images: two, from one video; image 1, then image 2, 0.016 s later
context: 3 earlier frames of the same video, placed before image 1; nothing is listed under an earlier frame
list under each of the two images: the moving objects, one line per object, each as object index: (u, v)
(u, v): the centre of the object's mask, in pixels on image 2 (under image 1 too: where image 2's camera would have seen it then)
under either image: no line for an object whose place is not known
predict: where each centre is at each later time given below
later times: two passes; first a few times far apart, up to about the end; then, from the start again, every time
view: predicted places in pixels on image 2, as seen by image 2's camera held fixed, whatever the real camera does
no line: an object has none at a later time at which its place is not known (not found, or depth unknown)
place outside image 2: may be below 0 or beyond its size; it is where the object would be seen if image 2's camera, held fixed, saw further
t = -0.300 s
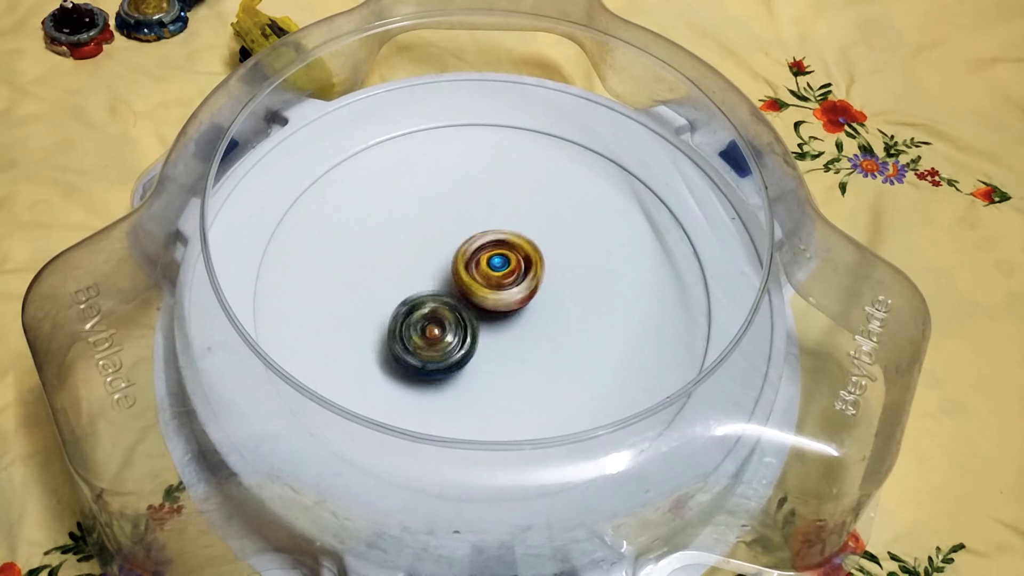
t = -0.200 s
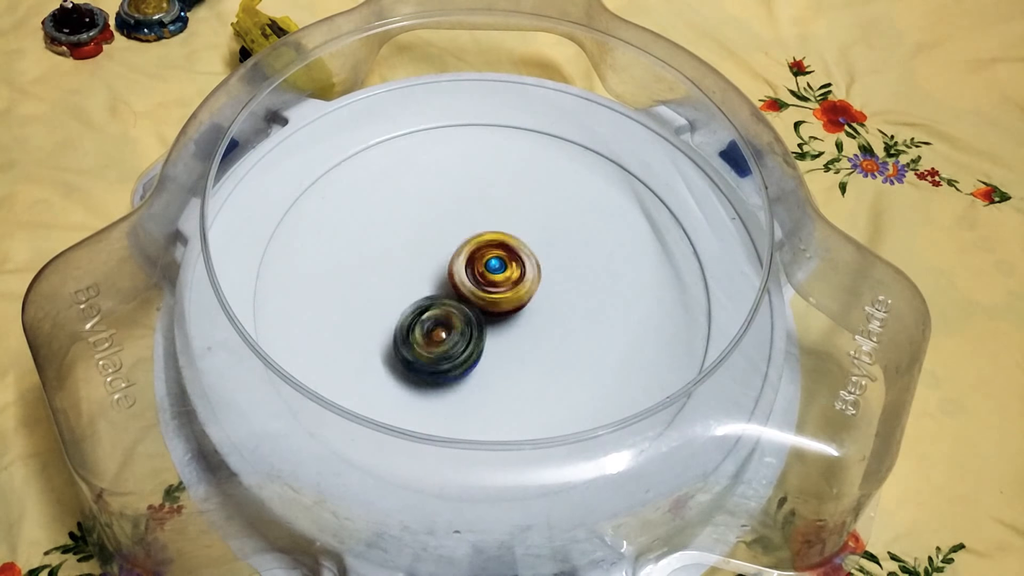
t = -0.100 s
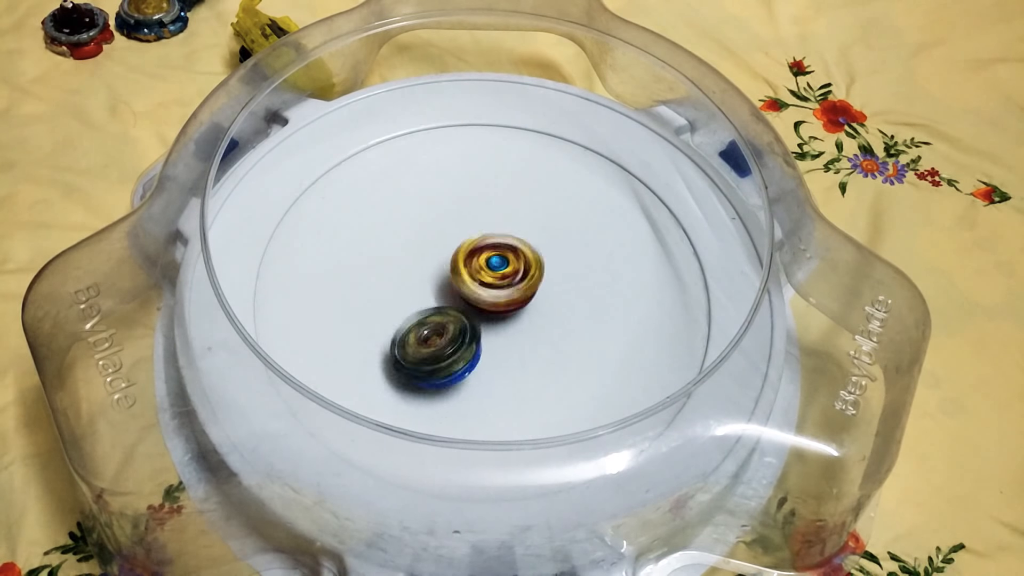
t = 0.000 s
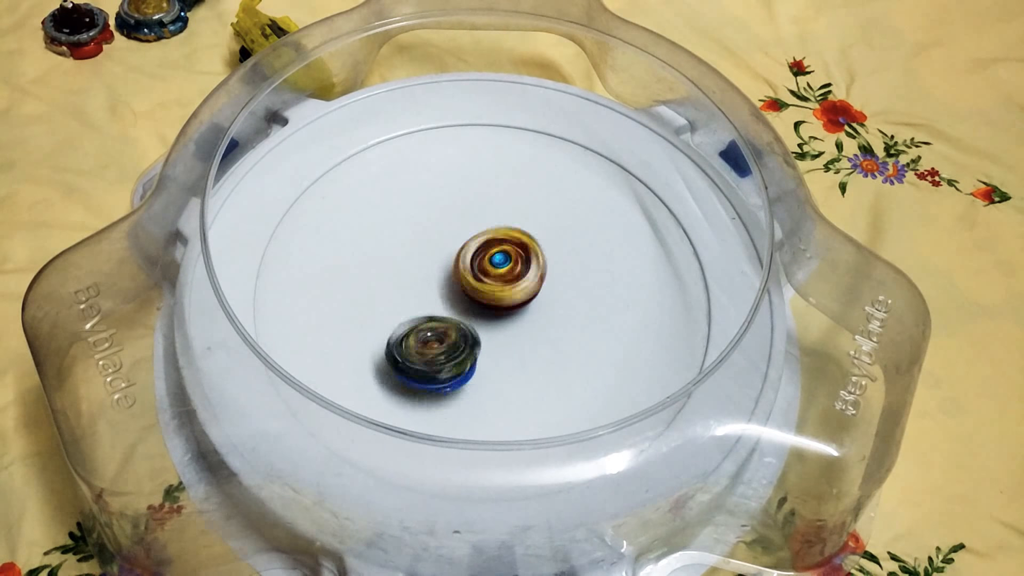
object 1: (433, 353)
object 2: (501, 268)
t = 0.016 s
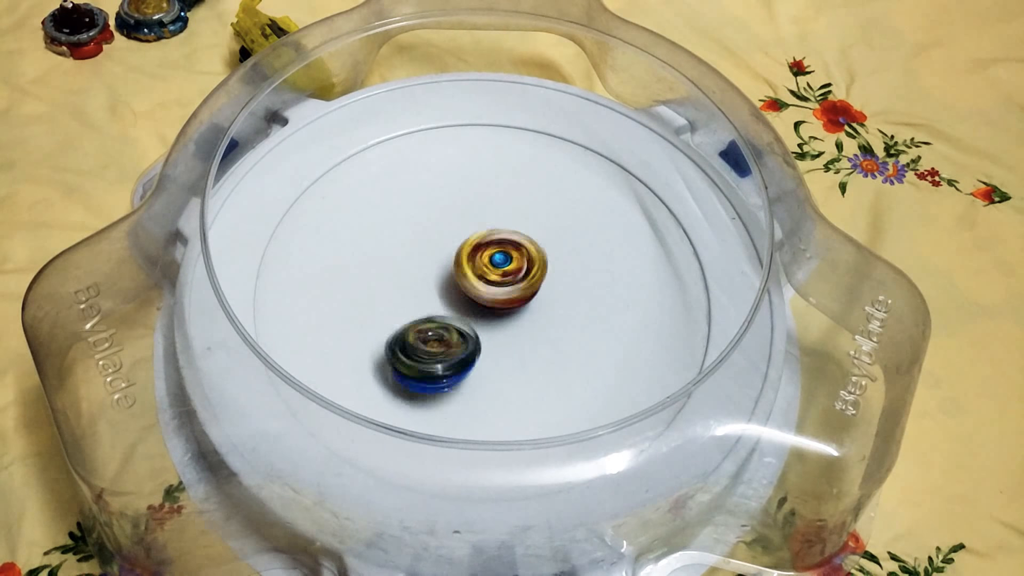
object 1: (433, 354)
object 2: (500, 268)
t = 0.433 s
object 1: (446, 336)
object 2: (495, 255)
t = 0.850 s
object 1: (461, 342)
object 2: (479, 262)
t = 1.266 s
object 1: (484, 332)
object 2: (466, 254)
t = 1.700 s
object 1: (529, 352)
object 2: (456, 272)
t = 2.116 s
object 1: (565, 320)
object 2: (472, 262)
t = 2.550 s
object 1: (546, 296)
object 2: (461, 268)
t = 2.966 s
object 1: (564, 285)
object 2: (449, 279)
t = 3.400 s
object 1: (545, 288)
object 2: (434, 281)
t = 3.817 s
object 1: (540, 276)
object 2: (446, 281)
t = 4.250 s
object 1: (546, 273)
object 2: (434, 270)
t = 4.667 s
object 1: (532, 263)
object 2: (444, 282)
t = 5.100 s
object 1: (554, 275)
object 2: (417, 275)
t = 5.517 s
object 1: (540, 304)
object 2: (438, 272)
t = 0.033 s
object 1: (433, 353)
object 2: (501, 267)
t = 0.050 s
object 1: (433, 353)
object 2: (501, 267)
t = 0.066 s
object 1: (434, 352)
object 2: (500, 266)
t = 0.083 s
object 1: (435, 353)
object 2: (500, 266)
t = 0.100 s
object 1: (435, 352)
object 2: (499, 266)
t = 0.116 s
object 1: (435, 351)
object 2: (499, 265)
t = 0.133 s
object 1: (434, 351)
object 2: (498, 265)
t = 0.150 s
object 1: (435, 350)
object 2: (499, 264)
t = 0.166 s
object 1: (435, 349)
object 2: (498, 264)
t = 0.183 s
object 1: (436, 347)
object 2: (497, 263)
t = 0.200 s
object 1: (437, 346)
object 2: (497, 265)
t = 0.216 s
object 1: (438, 344)
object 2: (495, 264)
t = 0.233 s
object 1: (439, 341)
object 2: (496, 264)
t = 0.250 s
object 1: (441, 339)
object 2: (494, 265)
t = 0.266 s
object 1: (442, 337)
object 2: (495, 264)
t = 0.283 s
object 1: (445, 335)
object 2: (493, 265)
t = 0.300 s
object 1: (445, 335)
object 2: (493, 263)
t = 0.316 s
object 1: (443, 336)
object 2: (494, 261)
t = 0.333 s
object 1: (442, 337)
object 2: (495, 259)
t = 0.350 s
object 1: (442, 337)
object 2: (495, 258)
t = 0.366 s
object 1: (442, 338)
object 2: (494, 257)
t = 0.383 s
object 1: (443, 337)
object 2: (496, 257)
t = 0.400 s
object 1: (443, 336)
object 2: (494, 256)
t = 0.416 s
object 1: (445, 336)
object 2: (496, 255)
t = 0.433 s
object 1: (446, 336)
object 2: (495, 255)
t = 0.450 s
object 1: (448, 336)
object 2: (495, 253)
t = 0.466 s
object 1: (449, 337)
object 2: (495, 253)
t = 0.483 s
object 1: (450, 338)
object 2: (494, 252)
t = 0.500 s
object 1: (451, 338)
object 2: (493, 253)
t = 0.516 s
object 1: (451, 338)
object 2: (491, 253)
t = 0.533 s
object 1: (452, 338)
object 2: (492, 252)
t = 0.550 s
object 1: (452, 338)
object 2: (490, 253)
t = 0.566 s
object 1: (454, 339)
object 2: (491, 252)
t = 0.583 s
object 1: (454, 339)
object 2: (489, 253)
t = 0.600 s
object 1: (456, 340)
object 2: (488, 252)
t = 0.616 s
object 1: (457, 339)
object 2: (487, 254)
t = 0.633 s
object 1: (458, 339)
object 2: (487, 253)
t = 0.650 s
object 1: (459, 340)
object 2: (486, 255)
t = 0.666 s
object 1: (459, 340)
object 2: (484, 255)
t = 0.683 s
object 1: (460, 340)
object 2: (485, 256)
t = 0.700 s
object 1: (461, 339)
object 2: (483, 256)
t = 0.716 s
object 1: (461, 340)
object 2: (483, 257)
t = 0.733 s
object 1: (462, 339)
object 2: (482, 259)
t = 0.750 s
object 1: (463, 339)
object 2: (482, 259)
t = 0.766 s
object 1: (464, 340)
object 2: (482, 260)
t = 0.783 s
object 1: (464, 344)
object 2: (481, 260)
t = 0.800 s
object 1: (462, 343)
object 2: (481, 261)
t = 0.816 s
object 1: (461, 344)
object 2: (480, 260)
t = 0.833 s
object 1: (459, 343)
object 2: (480, 261)
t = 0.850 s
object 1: (461, 342)
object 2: (479, 262)
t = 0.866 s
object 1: (461, 344)
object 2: (480, 260)
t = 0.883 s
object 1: (462, 344)
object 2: (479, 258)
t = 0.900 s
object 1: (462, 345)
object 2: (480, 256)
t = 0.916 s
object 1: (462, 345)
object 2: (478, 256)
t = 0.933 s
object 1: (460, 346)
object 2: (479, 255)
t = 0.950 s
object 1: (460, 344)
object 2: (478, 255)
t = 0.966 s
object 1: (462, 344)
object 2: (479, 254)
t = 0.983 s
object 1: (463, 342)
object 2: (479, 253)
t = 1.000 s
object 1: (465, 343)
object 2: (479, 251)
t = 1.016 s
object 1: (467, 343)
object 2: (478, 252)
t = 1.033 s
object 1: (468, 344)
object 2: (477, 251)
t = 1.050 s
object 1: (469, 343)
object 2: (477, 252)
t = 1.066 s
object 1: (468, 342)
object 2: (475, 251)
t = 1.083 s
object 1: (467, 342)
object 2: (476, 251)
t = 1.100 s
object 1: (467, 341)
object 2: (474, 251)
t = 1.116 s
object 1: (469, 340)
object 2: (474, 251)
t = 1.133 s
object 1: (470, 339)
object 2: (472, 252)
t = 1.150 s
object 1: (472, 338)
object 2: (473, 251)
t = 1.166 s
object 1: (474, 336)
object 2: (471, 253)
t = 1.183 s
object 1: (475, 336)
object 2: (471, 252)
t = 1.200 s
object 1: (477, 335)
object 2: (470, 253)
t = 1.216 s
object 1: (479, 334)
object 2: (470, 253)
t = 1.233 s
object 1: (480, 335)
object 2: (468, 254)
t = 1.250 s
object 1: (481, 333)
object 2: (468, 253)
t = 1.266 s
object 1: (484, 332)
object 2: (466, 254)
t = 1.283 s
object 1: (488, 335)
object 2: (465, 253)
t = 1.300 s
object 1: (491, 337)
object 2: (463, 254)
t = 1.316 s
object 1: (494, 339)
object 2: (462, 252)
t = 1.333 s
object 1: (496, 340)
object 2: (460, 253)
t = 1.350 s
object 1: (499, 342)
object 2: (459, 253)
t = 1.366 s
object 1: (502, 342)
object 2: (459, 254)
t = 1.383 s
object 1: (506, 343)
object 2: (459, 253)
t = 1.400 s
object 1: (508, 346)
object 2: (457, 254)
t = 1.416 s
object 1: (511, 346)
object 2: (456, 254)
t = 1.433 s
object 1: (514, 349)
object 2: (455, 255)
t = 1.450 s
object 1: (515, 349)
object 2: (454, 255)
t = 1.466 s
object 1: (516, 352)
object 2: (453, 257)
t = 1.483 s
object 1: (518, 352)
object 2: (451, 257)
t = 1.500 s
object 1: (518, 355)
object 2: (451, 260)
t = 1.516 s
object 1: (520, 354)
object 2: (452, 259)
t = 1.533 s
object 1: (521, 355)
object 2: (451, 261)
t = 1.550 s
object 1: (521, 354)
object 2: (451, 261)
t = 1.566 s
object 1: (522, 356)
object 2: (451, 263)
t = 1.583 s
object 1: (522, 355)
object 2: (451, 263)
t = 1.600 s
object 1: (523, 355)
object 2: (450, 265)
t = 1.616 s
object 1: (524, 353)
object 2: (451, 265)
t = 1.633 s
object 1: (526, 354)
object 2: (451, 268)
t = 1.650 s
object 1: (527, 353)
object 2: (453, 268)
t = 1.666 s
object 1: (528, 353)
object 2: (454, 270)
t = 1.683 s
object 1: (529, 352)
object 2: (455, 270)
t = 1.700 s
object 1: (529, 352)
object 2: (456, 272)
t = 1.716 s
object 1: (529, 352)
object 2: (458, 272)
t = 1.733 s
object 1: (529, 351)
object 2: (458, 273)
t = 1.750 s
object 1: (530, 350)
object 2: (460, 273)
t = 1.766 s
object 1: (529, 348)
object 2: (461, 274)
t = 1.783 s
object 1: (529, 347)
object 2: (464, 274)
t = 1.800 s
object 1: (529, 345)
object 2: (466, 275)
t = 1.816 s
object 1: (531, 343)
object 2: (468, 274)
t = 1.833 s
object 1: (531, 341)
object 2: (470, 275)
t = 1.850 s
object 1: (532, 340)
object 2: (473, 274)
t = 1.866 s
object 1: (533, 337)
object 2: (473, 274)
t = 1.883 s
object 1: (536, 336)
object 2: (475, 273)
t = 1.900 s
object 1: (540, 336)
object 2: (473, 273)
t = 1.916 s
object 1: (543, 335)
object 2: (474, 271)
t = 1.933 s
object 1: (545, 334)
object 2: (473, 270)
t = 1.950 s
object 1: (547, 333)
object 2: (474, 269)
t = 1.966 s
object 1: (549, 331)
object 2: (474, 269)
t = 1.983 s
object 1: (551, 329)
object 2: (476, 268)
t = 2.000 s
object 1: (554, 327)
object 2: (475, 267)
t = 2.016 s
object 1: (557, 326)
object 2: (476, 266)
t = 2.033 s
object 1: (560, 325)
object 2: (475, 264)
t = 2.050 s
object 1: (561, 324)
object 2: (475, 264)
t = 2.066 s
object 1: (562, 323)
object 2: (474, 262)
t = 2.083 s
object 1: (564, 322)
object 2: (473, 263)
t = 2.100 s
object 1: (564, 322)
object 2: (473, 261)
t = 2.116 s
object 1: (565, 320)
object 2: (472, 262)
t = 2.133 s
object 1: (565, 321)
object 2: (473, 260)
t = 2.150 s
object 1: (566, 320)
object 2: (472, 261)
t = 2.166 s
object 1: (565, 320)
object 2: (472, 259)
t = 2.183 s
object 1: (565, 317)
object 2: (470, 260)
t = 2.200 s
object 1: (564, 319)
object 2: (470, 259)
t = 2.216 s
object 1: (564, 317)
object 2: (468, 259)
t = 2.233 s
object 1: (565, 317)
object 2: (468, 259)
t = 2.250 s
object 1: (564, 316)
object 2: (465, 260)
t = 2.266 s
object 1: (564, 316)
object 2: (467, 260)
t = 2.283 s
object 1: (563, 315)
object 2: (465, 260)
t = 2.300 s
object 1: (563, 314)
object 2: (465, 260)
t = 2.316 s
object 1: (562, 313)
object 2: (463, 260)
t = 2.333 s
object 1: (562, 313)
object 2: (464, 261)
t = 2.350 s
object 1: (561, 313)
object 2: (463, 261)
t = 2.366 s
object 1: (561, 311)
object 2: (462, 261)
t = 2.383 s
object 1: (560, 310)
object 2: (462, 261)
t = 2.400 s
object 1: (557, 310)
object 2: (462, 264)
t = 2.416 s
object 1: (556, 309)
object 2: (462, 264)
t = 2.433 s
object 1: (554, 308)
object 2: (462, 266)
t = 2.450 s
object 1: (553, 305)
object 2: (462, 266)
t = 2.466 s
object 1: (550, 304)
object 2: (462, 266)
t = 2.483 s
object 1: (549, 302)
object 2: (463, 267)
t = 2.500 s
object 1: (547, 300)
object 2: (462, 268)
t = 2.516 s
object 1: (547, 299)
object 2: (462, 268)
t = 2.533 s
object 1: (546, 297)
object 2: (460, 268)
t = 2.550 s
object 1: (546, 296)
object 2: (461, 268)
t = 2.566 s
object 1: (546, 295)
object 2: (459, 268)
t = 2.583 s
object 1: (548, 295)
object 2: (458, 269)
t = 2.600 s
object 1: (550, 295)
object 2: (456, 269)
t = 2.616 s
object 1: (550, 295)
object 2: (455, 270)
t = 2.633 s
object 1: (550, 293)
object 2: (455, 269)
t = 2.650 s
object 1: (549, 291)
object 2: (454, 271)
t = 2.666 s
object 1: (550, 289)
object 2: (454, 270)
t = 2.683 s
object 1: (551, 288)
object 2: (454, 271)
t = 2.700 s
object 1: (552, 288)
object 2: (454, 270)
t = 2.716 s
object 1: (553, 287)
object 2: (451, 271)
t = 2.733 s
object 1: (553, 287)
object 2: (451, 271)
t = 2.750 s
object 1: (552, 287)
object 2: (450, 273)
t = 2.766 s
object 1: (551, 288)
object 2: (452, 273)
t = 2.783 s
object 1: (550, 287)
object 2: (452, 274)
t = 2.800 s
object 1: (550, 286)
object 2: (453, 275)
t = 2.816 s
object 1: (549, 285)
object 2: (453, 276)
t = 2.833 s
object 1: (549, 285)
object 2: (455, 277)
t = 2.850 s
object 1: (549, 284)
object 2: (454, 277)
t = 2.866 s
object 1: (549, 283)
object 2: (455, 278)
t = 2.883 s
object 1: (550, 282)
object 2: (455, 278)
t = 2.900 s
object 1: (550, 282)
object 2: (456, 280)
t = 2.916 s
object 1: (550, 282)
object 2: (458, 279)
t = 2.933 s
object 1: (556, 283)
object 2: (453, 279)
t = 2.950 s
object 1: (561, 284)
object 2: (452, 278)
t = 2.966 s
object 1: (564, 285)
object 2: (449, 279)
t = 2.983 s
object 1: (565, 286)
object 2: (449, 279)
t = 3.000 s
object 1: (565, 289)
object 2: (448, 279)
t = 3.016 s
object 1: (562, 290)
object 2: (449, 280)
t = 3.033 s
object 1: (559, 292)
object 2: (448, 279)
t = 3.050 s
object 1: (555, 292)
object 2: (448, 279)
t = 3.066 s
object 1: (552, 291)
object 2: (447, 278)
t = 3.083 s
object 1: (552, 290)
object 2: (447, 279)
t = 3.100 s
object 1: (550, 289)
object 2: (446, 278)
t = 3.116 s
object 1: (549, 288)
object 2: (446, 280)
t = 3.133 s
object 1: (549, 287)
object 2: (446, 279)
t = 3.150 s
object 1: (548, 288)
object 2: (446, 281)
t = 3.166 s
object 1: (548, 288)
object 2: (448, 280)
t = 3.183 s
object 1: (546, 288)
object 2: (447, 281)
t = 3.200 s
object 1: (543, 287)
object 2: (448, 280)
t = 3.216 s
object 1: (542, 287)
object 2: (447, 280)
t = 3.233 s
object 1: (542, 287)
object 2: (447, 281)
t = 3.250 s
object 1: (543, 286)
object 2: (444, 281)
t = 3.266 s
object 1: (543, 287)
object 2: (444, 282)
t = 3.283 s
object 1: (542, 287)
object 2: (443, 282)
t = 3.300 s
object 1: (541, 286)
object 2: (444, 283)
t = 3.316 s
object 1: (537, 285)
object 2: (445, 282)
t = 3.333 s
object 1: (537, 285)
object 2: (444, 282)
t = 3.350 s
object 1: (540, 284)
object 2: (440, 280)
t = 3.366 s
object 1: (543, 285)
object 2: (437, 281)
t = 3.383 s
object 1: (545, 286)
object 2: (436, 280)
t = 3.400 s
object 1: (545, 288)
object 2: (434, 281)
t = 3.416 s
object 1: (543, 288)
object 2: (434, 281)
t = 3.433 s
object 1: (541, 289)
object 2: (433, 282)
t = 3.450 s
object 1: (539, 288)
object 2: (434, 282)
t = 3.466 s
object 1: (538, 286)
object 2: (433, 281)
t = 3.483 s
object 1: (538, 285)
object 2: (433, 282)
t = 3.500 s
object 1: (538, 284)
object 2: (432, 281)
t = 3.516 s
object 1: (538, 283)
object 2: (431, 283)
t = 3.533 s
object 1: (540, 283)
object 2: (432, 283)
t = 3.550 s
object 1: (541, 283)
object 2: (431, 283)
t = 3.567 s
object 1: (541, 283)
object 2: (434, 284)
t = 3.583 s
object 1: (541, 283)
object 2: (434, 285)
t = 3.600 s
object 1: (540, 284)
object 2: (436, 285)
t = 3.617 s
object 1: (539, 284)
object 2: (436, 285)
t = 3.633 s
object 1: (538, 284)
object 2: (438, 286)
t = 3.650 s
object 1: (536, 284)
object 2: (438, 285)
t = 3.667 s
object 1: (534, 282)
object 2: (439, 286)
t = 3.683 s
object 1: (534, 281)
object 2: (440, 285)
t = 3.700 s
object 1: (533, 281)
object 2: (441, 285)
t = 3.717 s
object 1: (532, 280)
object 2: (443, 283)
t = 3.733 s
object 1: (533, 280)
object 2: (444, 284)
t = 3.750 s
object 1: (534, 279)
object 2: (446, 283)
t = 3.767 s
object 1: (535, 278)
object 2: (447, 283)
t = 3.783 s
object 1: (536, 277)
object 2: (448, 282)
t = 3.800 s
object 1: (538, 278)
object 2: (446, 280)
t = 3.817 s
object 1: (540, 276)
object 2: (446, 281)
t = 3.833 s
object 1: (540, 275)
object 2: (446, 279)
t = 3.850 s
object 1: (541, 273)
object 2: (446, 280)
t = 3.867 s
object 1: (541, 272)
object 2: (447, 278)
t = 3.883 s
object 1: (542, 272)
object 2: (447, 278)
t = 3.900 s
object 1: (542, 272)
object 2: (448, 277)
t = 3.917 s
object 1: (541, 271)
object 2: (447, 276)
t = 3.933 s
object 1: (541, 271)
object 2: (447, 275)
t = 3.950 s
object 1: (540, 271)
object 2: (446, 275)
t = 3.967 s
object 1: (540, 269)
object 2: (447, 275)
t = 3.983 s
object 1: (538, 270)
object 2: (446, 274)
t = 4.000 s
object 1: (537, 269)
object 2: (446, 275)
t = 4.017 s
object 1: (537, 268)
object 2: (447, 273)
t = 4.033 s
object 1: (537, 269)
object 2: (446, 273)
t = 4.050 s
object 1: (535, 268)
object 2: (447, 271)
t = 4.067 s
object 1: (536, 267)
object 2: (446, 271)
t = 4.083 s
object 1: (536, 266)
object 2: (447, 270)
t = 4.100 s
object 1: (535, 266)
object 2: (446, 269)
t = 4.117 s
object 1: (535, 266)
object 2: (446, 269)
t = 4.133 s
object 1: (536, 266)
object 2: (444, 269)
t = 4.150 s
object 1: (541, 266)
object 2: (439, 271)
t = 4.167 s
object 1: (544, 266)
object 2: (438, 271)
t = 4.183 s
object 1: (547, 267)
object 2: (436, 271)
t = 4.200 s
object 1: (549, 269)
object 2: (436, 271)
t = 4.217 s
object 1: (549, 271)
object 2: (435, 271)
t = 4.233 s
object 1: (548, 271)
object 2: (436, 272)
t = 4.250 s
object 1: (546, 273)
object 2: (434, 270)
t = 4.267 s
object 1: (542, 274)
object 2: (433, 271)
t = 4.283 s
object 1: (539, 273)
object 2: (432, 271)
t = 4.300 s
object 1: (535, 274)
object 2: (430, 272)
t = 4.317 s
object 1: (530, 274)
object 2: (431, 272)
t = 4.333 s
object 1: (530, 270)
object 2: (430, 273)
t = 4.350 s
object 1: (529, 270)
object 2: (431, 274)
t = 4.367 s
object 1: (527, 269)
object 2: (432, 275)
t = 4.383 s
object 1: (525, 268)
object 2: (433, 277)
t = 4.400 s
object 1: (525, 266)
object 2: (434, 276)
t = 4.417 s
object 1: (524, 267)
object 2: (434, 277)
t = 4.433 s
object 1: (524, 267)
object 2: (435, 277)
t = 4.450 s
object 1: (524, 268)
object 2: (434, 277)
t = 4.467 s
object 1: (524, 268)
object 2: (435, 279)
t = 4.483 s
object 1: (524, 268)
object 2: (436, 278)
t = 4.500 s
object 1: (523, 268)
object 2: (437, 280)
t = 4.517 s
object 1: (524, 267)
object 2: (439, 279)
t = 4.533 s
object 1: (527, 267)
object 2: (438, 280)
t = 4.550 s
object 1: (530, 267)
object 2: (439, 281)
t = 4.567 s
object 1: (532, 265)
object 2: (439, 281)
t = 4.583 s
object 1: (534, 265)
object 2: (439, 283)
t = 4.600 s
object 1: (534, 265)
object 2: (441, 282)
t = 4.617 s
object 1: (534, 265)
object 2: (442, 282)
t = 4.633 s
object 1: (535, 266)
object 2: (444, 281)
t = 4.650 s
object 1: (532, 268)
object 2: (444, 280)
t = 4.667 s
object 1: (532, 263)
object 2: (444, 282)
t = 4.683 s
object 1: (531, 263)
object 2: (445, 280)
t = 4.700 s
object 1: (530, 263)
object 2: (444, 281)
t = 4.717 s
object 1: (530, 261)
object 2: (447, 281)
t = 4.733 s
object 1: (531, 260)
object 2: (447, 280)
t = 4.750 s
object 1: (529, 261)
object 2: (449, 281)
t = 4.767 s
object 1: (529, 259)
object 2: (448, 280)
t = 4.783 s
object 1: (534, 255)
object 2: (446, 281)
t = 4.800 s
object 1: (539, 253)
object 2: (446, 280)
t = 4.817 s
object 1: (542, 253)
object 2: (445, 278)
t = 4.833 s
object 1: (544, 253)
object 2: (445, 280)
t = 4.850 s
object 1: (547, 255)
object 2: (446, 278)
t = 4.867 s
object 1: (549, 256)
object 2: (445, 278)
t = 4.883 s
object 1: (549, 259)
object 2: (447, 277)
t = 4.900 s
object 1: (548, 261)
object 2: (447, 276)
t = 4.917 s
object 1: (547, 263)
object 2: (448, 277)
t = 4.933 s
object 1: (543, 266)
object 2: (448, 274)
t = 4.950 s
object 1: (538, 267)
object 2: (447, 275)
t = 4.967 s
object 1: (534, 267)
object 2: (449, 274)
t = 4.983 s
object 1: (529, 271)
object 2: (448, 273)
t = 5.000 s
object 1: (525, 270)
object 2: (448, 274)
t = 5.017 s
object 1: (526, 268)
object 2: (445, 272)
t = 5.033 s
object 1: (532, 269)
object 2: (436, 271)
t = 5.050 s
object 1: (540, 270)
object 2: (428, 273)
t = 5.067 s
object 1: (549, 269)
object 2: (423, 273)
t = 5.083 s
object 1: (551, 273)
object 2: (419, 274)
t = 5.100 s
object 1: (554, 275)
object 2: (417, 275)
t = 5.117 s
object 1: (557, 274)
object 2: (416, 275)
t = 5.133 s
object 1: (558, 275)
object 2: (414, 275)
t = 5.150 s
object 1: (557, 276)
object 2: (414, 274)
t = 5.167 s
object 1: (557, 277)
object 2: (412, 274)
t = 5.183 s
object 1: (558, 278)
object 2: (410, 274)
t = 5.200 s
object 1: (558, 280)
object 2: (410, 275)
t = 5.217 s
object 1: (557, 282)
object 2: (409, 274)
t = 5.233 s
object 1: (555, 284)
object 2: (408, 276)
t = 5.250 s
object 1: (553, 287)
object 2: (409, 277)
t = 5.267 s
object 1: (551, 290)
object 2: (409, 276)
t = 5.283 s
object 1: (550, 292)
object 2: (409, 278)
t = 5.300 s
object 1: (548, 295)
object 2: (411, 279)
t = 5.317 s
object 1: (546, 297)
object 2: (412, 280)
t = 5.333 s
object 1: (545, 299)
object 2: (412, 280)
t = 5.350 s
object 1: (544, 301)
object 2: (416, 282)
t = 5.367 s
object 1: (543, 302)
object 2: (417, 281)
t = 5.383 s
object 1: (542, 303)
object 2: (418, 282)
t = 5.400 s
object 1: (542, 304)
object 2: (422, 282)
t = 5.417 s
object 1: (541, 304)
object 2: (424, 280)
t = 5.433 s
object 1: (541, 304)
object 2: (424, 280)
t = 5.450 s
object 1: (541, 304)
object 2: (429, 280)
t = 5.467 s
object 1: (541, 304)
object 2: (431, 277)
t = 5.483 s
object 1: (540, 304)
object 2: (432, 276)
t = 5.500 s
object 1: (540, 304)
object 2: (437, 275)
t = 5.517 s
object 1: (540, 304)
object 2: (438, 272)
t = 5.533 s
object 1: (541, 304)
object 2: (438, 271)
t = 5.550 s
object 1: (540, 304)
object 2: (441, 270)
